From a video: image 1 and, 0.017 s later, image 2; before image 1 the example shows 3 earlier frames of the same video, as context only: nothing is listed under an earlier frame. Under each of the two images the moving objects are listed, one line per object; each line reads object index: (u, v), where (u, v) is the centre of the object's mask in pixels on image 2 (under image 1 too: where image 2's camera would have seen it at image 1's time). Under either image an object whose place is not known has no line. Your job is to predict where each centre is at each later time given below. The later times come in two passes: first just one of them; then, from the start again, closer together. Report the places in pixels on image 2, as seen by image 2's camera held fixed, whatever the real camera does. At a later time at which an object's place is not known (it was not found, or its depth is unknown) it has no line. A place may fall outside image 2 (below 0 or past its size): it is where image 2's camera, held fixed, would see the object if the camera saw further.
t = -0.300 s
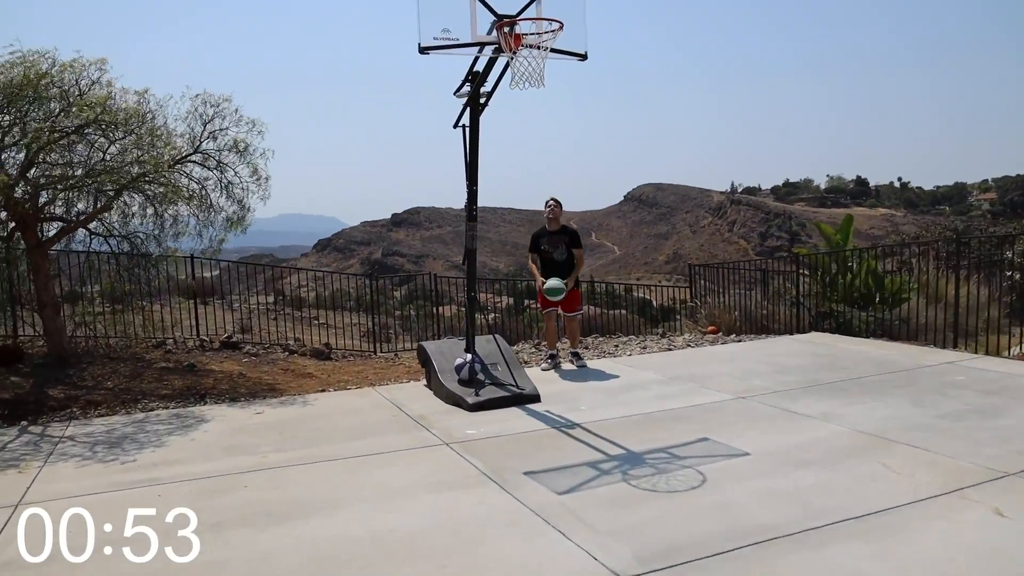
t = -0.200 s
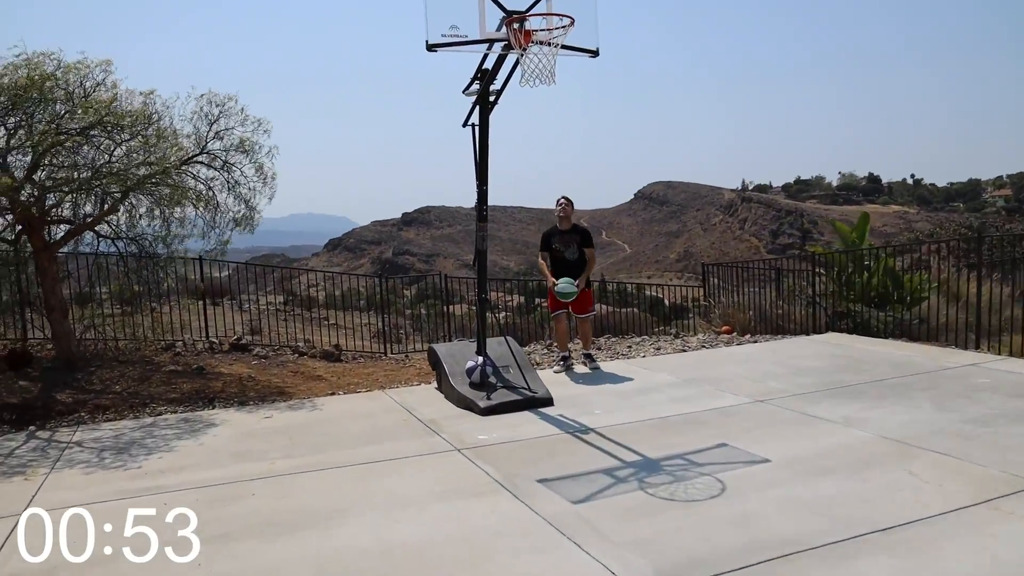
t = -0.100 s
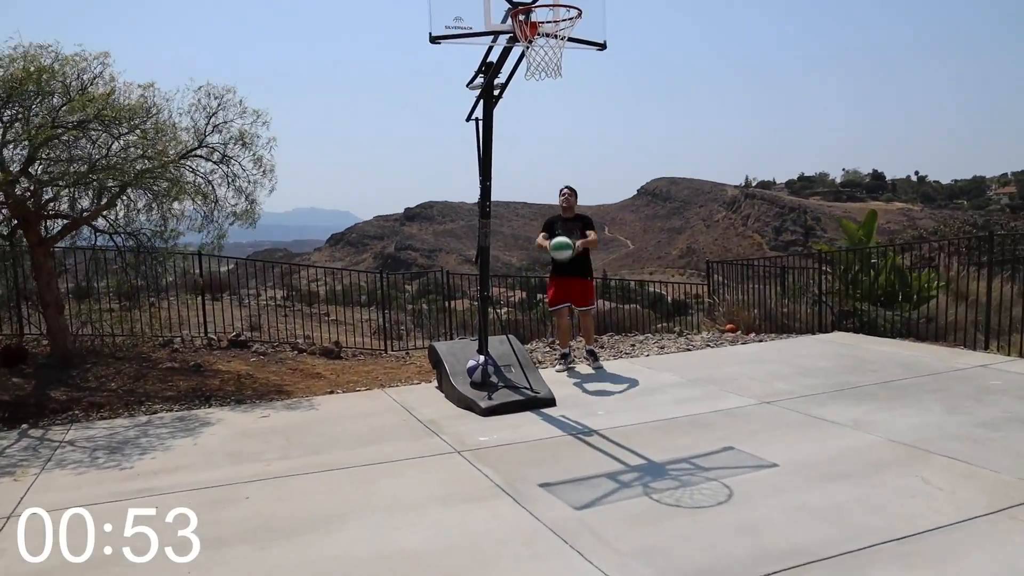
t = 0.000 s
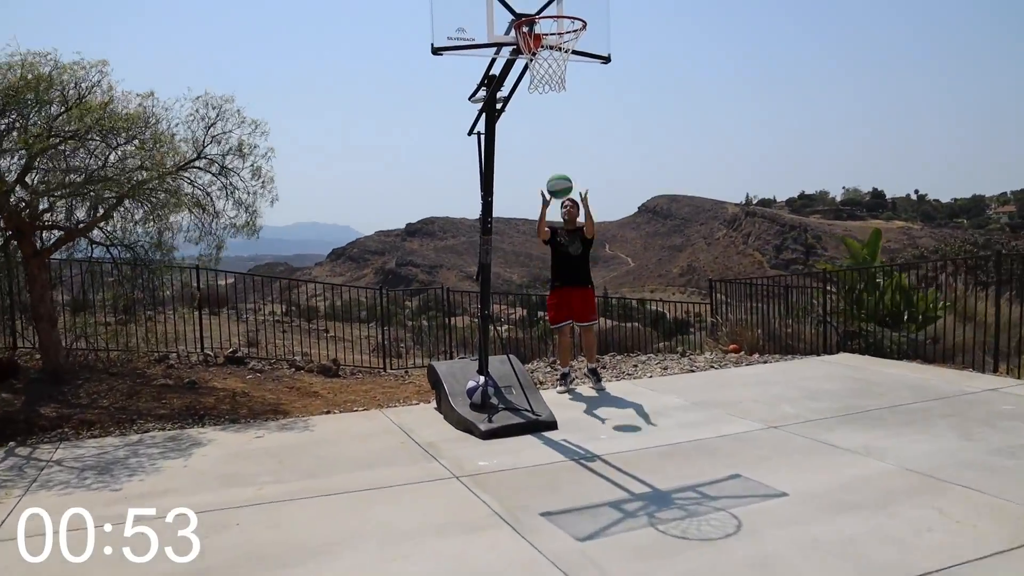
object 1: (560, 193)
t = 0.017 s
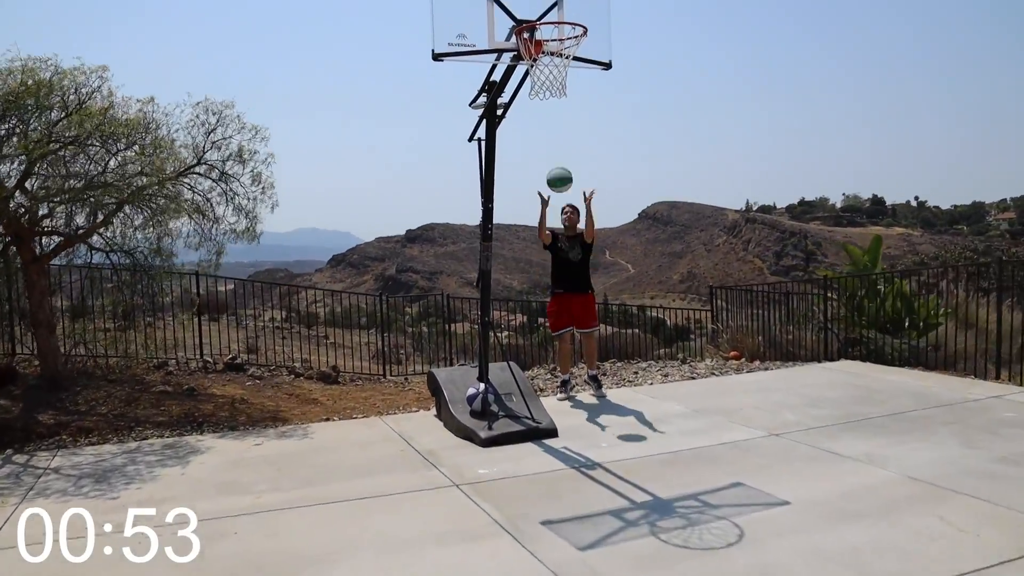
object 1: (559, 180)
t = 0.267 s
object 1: (550, 8)
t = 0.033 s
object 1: (559, 167)
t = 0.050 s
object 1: (558, 154)
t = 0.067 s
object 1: (558, 141)
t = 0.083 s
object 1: (557, 129)
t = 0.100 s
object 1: (557, 117)
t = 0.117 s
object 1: (556, 107)
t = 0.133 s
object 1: (556, 94)
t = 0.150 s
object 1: (556, 83)
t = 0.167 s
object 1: (555, 73)
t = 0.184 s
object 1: (554, 63)
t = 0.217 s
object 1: (552, 32)
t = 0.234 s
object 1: (551, 31)
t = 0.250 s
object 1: (554, 24)
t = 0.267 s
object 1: (550, 8)
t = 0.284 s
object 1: (549, 4)
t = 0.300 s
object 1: (552, -5)
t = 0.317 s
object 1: (553, -14)
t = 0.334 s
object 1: (553, -23)
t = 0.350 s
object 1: (552, -29)
